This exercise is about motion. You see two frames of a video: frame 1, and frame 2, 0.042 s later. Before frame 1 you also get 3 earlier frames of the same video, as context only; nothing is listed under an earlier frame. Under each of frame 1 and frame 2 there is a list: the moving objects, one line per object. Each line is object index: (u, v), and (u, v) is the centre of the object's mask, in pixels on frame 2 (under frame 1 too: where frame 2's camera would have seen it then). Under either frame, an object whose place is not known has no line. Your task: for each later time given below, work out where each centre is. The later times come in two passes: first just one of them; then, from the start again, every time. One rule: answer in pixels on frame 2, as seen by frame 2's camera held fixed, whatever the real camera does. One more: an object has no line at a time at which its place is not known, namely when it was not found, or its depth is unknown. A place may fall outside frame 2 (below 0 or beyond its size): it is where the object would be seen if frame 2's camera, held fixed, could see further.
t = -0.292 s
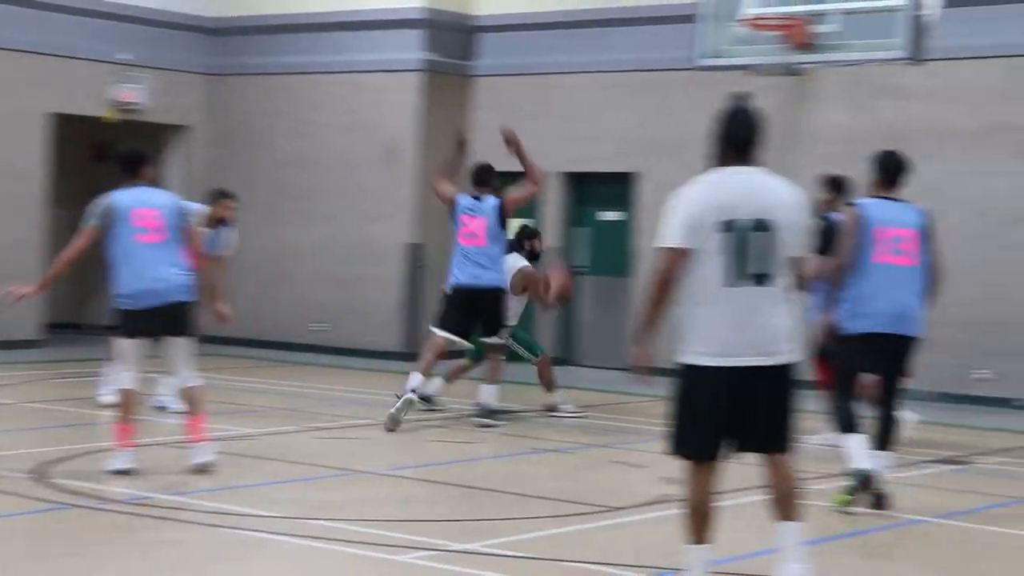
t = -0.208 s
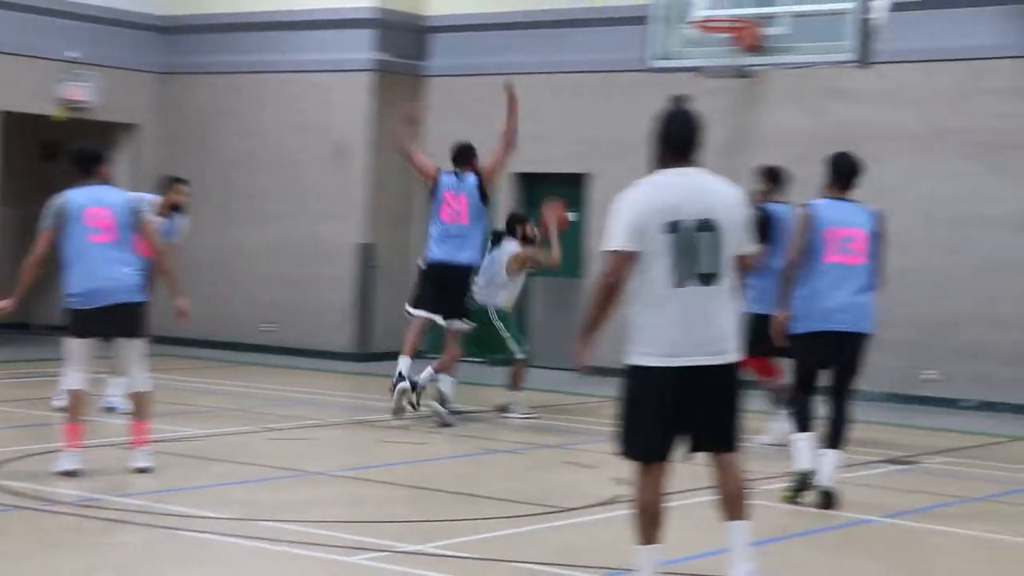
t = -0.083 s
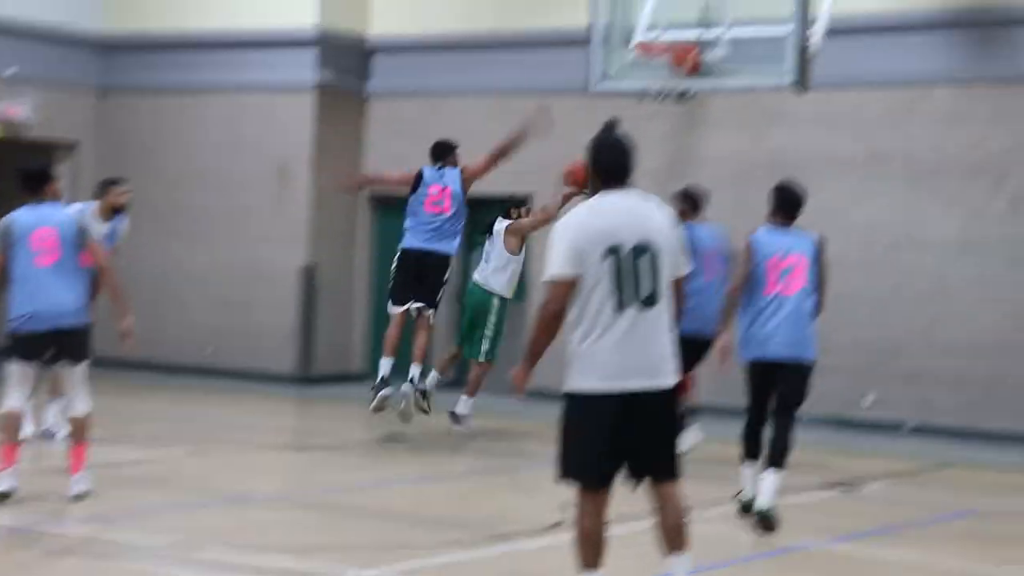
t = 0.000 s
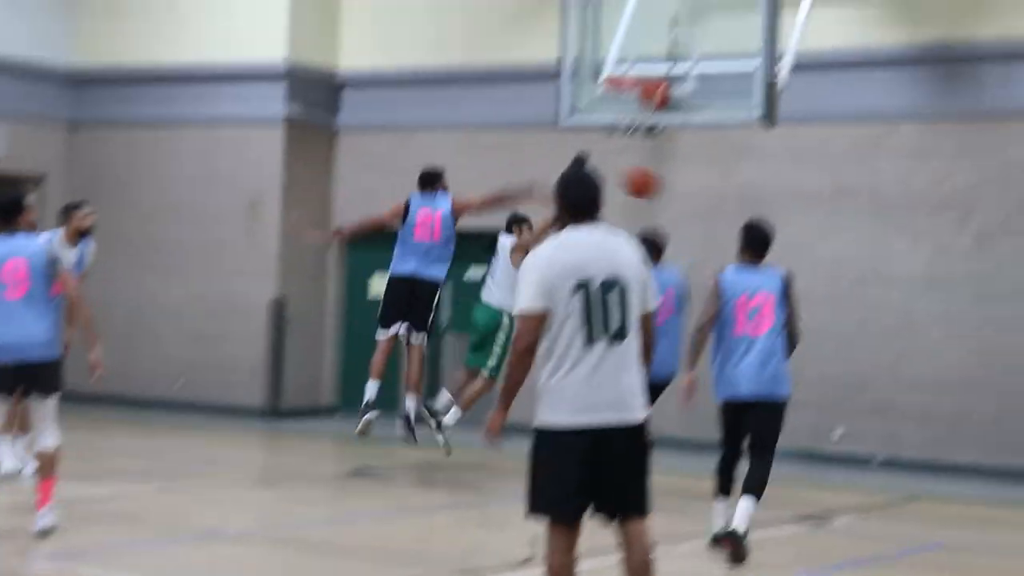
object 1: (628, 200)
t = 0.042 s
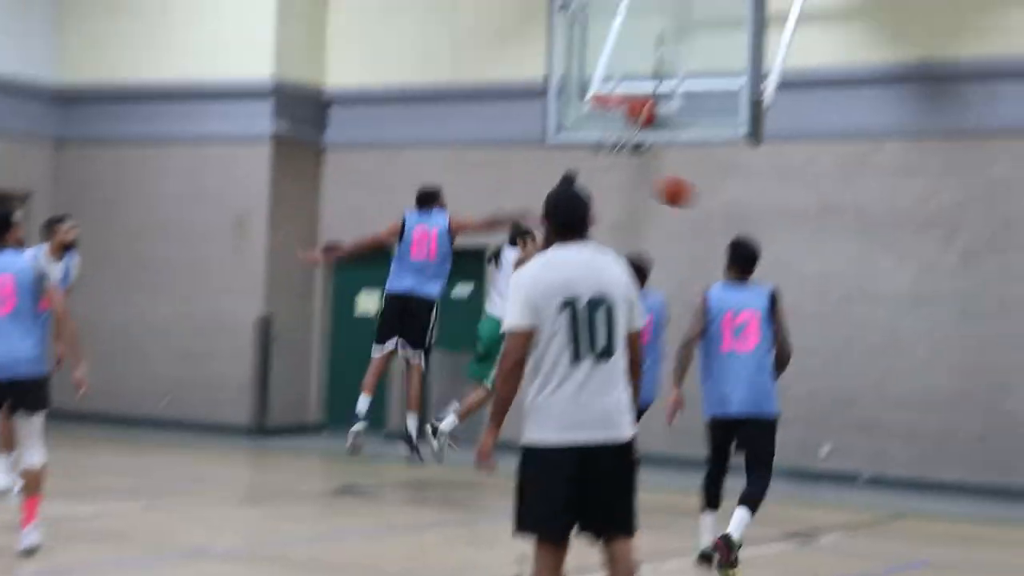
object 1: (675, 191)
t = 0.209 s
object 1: (871, 176)
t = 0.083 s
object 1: (721, 184)
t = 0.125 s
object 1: (771, 179)
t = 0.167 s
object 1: (821, 176)
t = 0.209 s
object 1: (871, 176)
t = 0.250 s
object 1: (925, 178)
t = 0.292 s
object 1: (979, 183)
